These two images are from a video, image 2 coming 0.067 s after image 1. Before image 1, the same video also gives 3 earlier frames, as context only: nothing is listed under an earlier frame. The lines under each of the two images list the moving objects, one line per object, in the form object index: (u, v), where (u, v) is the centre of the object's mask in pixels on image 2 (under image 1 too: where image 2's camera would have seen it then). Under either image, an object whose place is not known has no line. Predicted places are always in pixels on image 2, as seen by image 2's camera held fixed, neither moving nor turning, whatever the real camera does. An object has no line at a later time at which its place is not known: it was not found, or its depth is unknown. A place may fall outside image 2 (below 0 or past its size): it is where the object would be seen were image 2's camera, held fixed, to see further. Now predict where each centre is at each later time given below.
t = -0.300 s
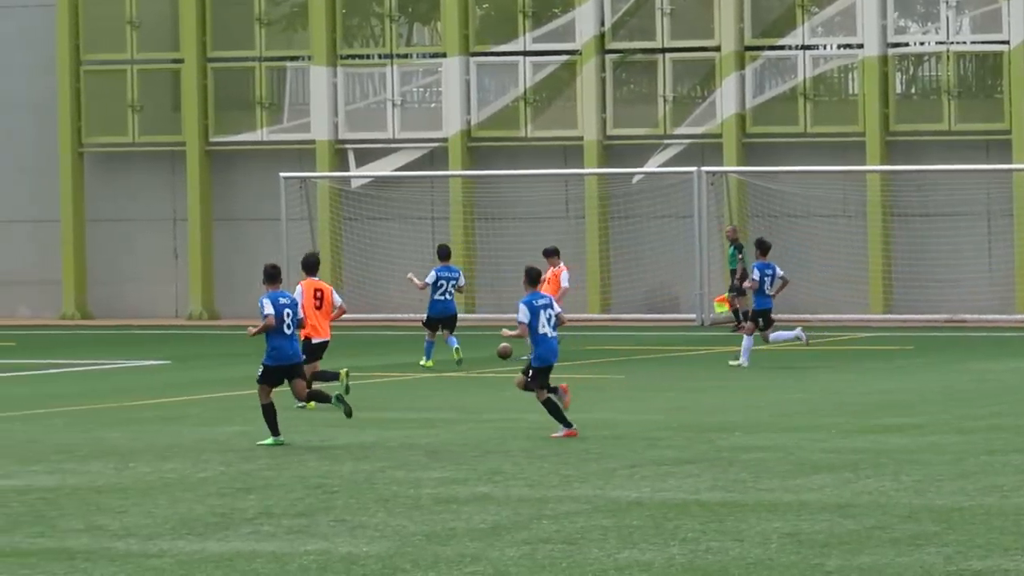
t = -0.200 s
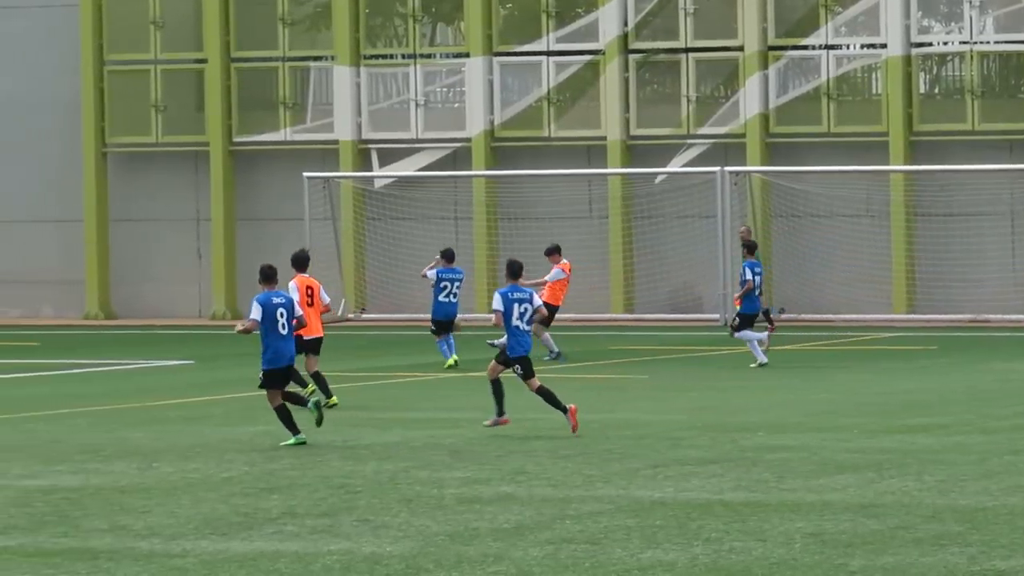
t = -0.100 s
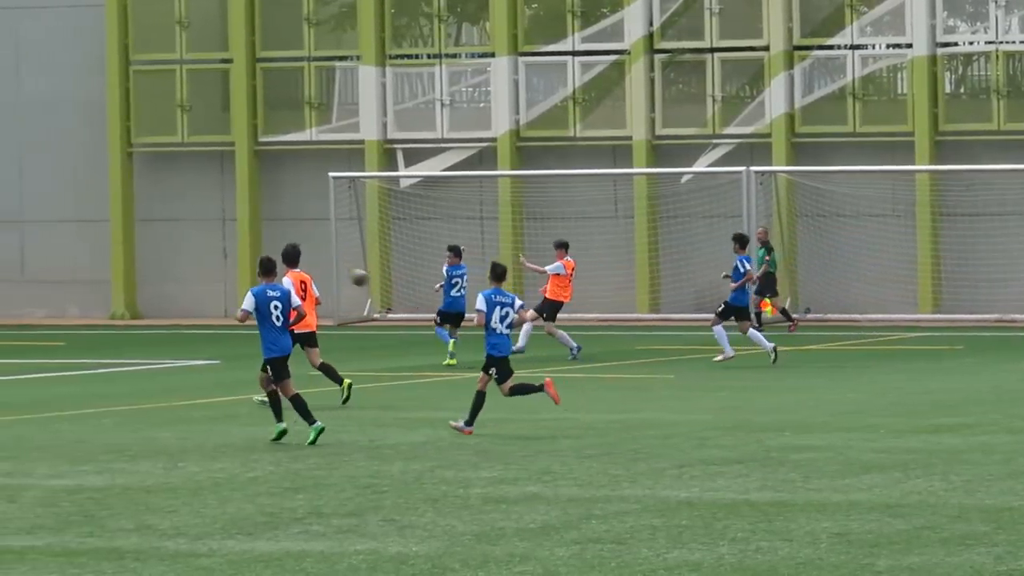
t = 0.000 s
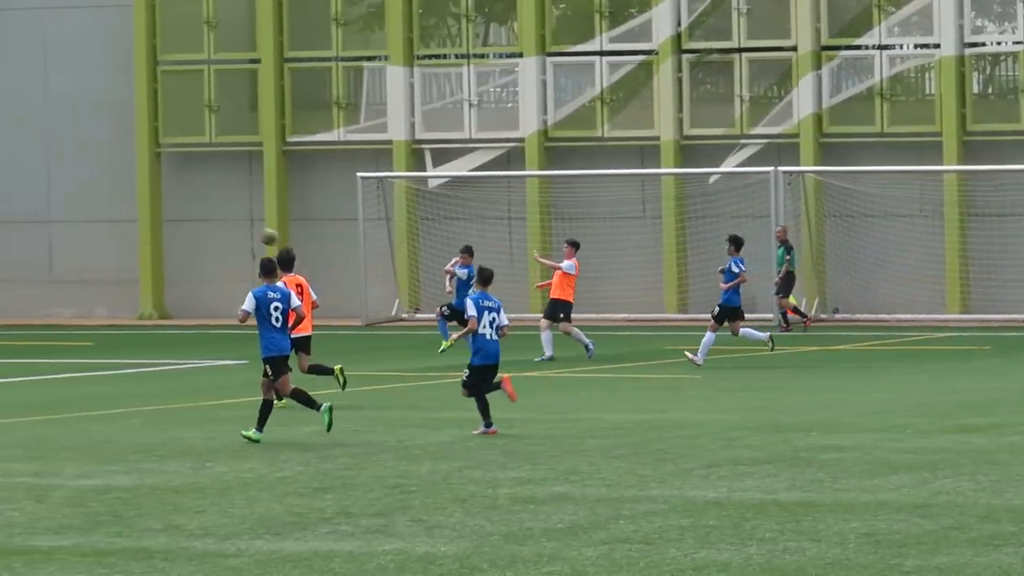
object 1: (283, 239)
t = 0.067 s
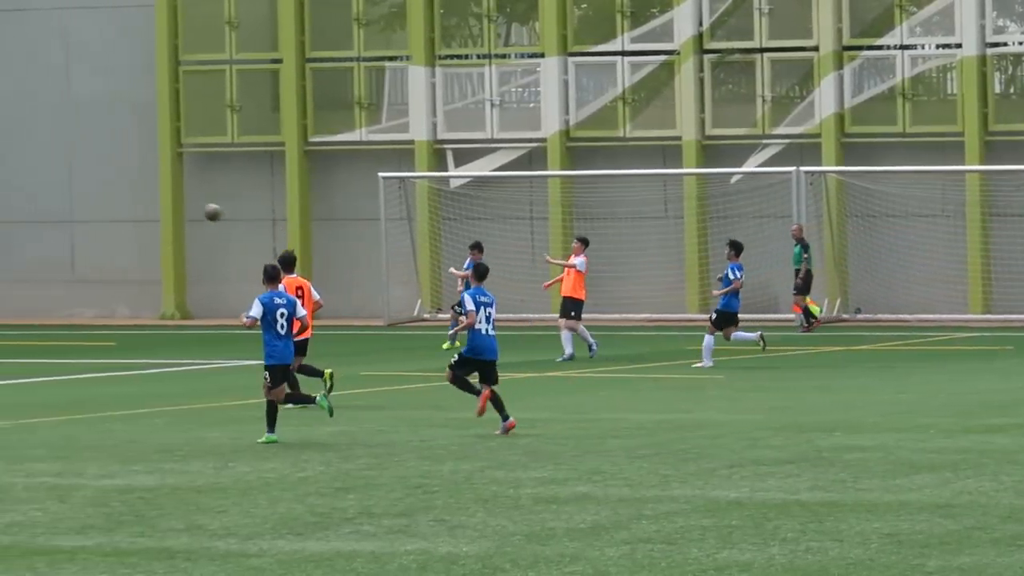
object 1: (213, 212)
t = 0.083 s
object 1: (195, 206)
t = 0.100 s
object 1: (178, 200)
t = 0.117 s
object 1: (161, 194)
